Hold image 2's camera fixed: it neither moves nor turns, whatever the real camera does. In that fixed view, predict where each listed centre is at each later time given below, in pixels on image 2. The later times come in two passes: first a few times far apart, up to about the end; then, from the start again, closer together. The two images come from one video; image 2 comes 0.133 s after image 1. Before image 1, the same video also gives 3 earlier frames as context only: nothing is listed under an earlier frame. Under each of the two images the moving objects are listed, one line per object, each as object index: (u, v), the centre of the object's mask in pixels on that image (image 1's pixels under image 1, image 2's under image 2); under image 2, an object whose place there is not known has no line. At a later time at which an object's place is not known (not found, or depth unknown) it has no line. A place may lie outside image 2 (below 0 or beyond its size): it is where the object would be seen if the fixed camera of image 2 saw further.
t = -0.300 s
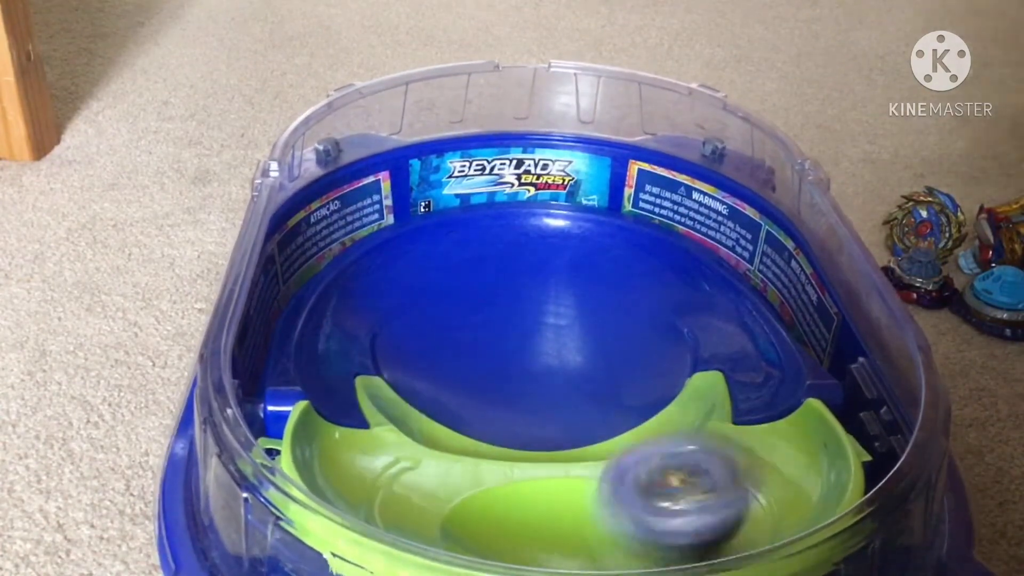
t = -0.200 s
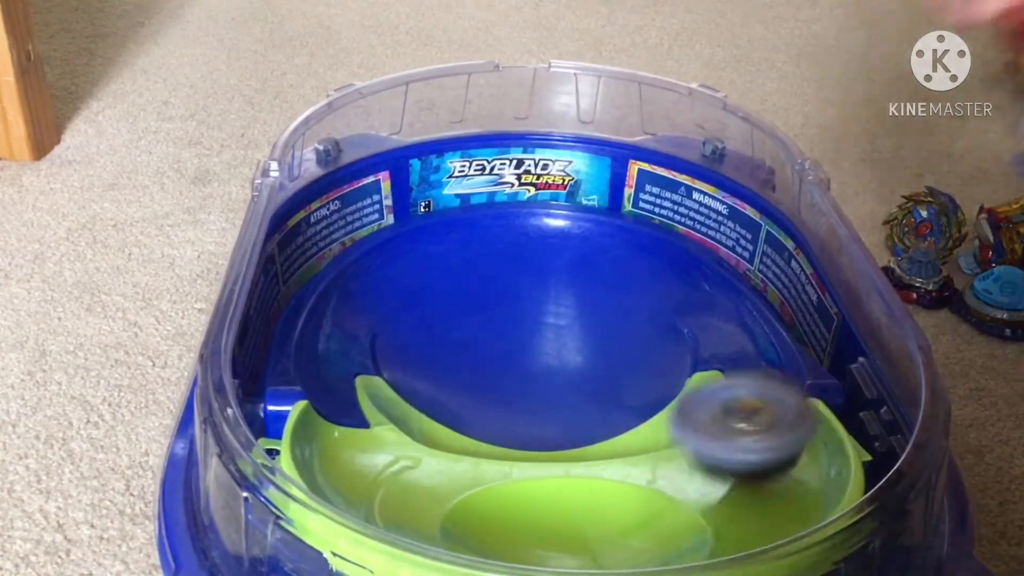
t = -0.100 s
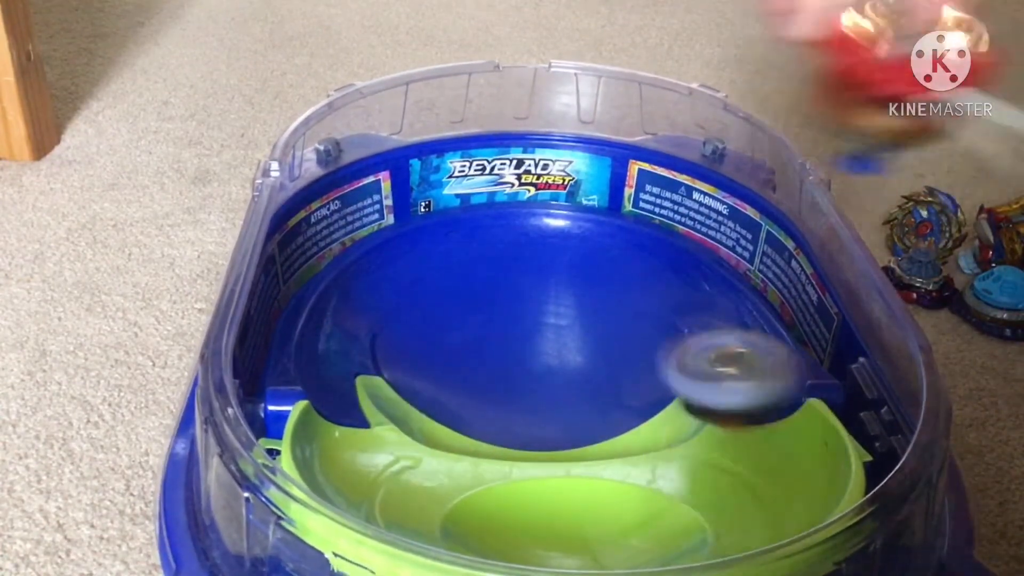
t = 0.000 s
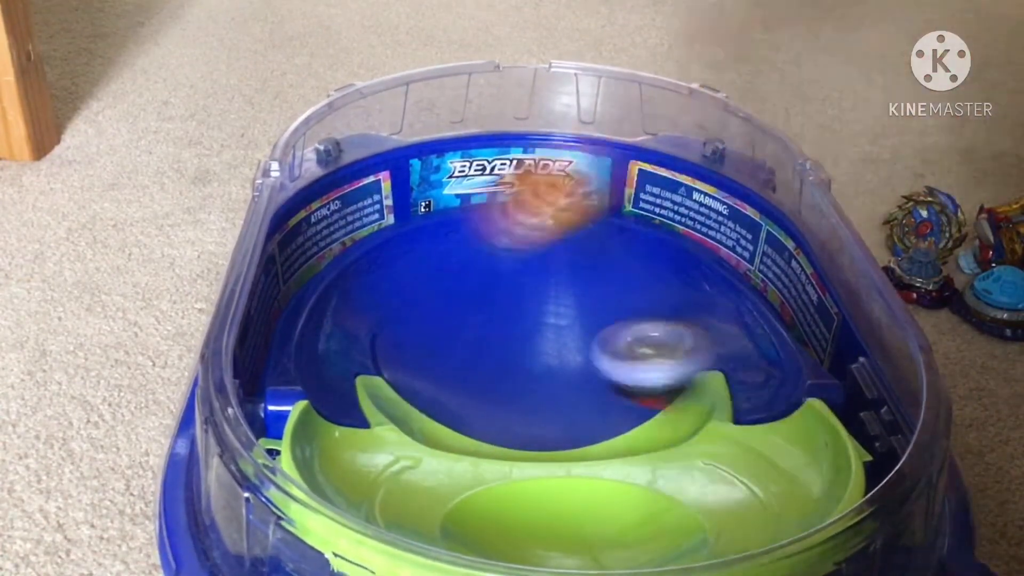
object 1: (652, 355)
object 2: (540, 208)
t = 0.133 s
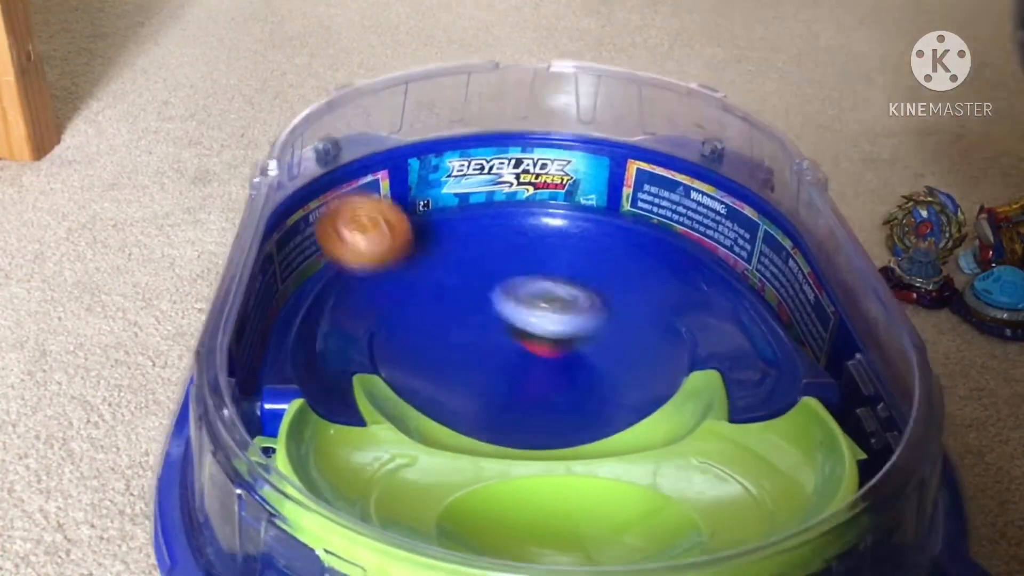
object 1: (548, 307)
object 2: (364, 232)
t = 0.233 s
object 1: (463, 277)
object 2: (370, 191)
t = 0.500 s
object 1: (404, 318)
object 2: (460, 166)
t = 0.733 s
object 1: (579, 337)
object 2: (501, 237)
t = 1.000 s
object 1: (734, 258)
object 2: (520, 396)
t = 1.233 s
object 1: (547, 290)
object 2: (499, 410)
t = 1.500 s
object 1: (399, 331)
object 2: (570, 409)
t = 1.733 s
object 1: (503, 363)
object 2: (583, 413)
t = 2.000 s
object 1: (572, 301)
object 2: (589, 409)
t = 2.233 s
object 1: (549, 251)
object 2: (588, 402)
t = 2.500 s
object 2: (488, 339)
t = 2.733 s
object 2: (473, 318)
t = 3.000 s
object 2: (553, 301)
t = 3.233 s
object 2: (328, 313)
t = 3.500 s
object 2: (542, 194)
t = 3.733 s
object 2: (751, 312)
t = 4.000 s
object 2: (505, 366)
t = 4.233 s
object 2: (481, 343)
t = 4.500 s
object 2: (473, 364)
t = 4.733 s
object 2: (473, 366)
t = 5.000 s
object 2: (470, 366)
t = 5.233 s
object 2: (466, 360)
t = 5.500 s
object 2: (454, 358)
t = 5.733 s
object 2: (453, 360)
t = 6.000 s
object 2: (453, 360)
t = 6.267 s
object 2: (452, 360)
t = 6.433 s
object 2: (452, 360)
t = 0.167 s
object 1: (520, 295)
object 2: (356, 208)
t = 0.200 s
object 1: (491, 286)
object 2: (356, 195)
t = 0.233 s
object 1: (463, 277)
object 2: (370, 191)
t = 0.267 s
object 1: (438, 267)
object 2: (385, 185)
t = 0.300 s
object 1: (413, 261)
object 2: (402, 179)
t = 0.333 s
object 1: (391, 257)
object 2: (415, 174)
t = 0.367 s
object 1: (377, 260)
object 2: (426, 172)
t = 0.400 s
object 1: (369, 271)
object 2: (437, 169)
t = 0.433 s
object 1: (372, 284)
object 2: (446, 168)
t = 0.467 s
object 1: (385, 299)
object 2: (454, 167)
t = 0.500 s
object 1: (404, 318)
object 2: (460, 166)
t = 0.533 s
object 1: (426, 331)
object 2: (464, 166)
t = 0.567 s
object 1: (451, 340)
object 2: (468, 166)
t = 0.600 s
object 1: (476, 345)
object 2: (471, 169)
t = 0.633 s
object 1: (504, 347)
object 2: (475, 173)
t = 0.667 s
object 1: (530, 346)
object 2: (480, 188)
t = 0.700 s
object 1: (554, 343)
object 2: (487, 215)
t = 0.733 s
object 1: (579, 337)
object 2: (501, 237)
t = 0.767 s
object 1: (602, 327)
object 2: (523, 265)
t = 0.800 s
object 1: (633, 322)
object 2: (541, 290)
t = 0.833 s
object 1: (682, 307)
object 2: (540, 308)
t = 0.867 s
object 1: (713, 283)
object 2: (539, 328)
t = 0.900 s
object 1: (746, 264)
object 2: (539, 350)
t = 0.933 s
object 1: (757, 256)
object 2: (537, 369)
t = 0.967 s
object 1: (747, 258)
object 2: (529, 388)
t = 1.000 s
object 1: (734, 258)
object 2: (520, 396)
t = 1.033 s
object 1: (715, 266)
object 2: (513, 391)
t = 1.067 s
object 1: (691, 276)
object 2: (504, 398)
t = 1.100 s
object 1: (663, 278)
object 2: (499, 402)
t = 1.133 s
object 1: (632, 279)
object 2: (496, 407)
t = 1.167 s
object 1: (605, 281)
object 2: (496, 412)
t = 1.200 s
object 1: (574, 285)
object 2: (498, 412)
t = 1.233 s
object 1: (547, 290)
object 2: (499, 410)
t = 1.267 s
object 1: (516, 295)
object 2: (503, 407)
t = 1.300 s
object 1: (488, 300)
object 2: (511, 407)
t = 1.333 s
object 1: (460, 304)
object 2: (521, 409)
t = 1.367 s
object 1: (437, 310)
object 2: (536, 413)
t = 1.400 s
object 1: (413, 314)
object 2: (549, 415)
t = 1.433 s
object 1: (396, 319)
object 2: (558, 415)
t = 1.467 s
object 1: (392, 323)
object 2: (564, 412)
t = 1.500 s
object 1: (399, 331)
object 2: (570, 409)
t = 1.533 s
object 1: (416, 344)
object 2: (575, 408)
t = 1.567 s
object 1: (434, 359)
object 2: (580, 409)
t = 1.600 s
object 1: (456, 363)
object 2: (586, 410)
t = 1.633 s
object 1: (473, 368)
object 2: (590, 412)
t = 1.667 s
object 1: (485, 368)
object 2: (587, 412)
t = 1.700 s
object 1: (494, 367)
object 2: (585, 412)
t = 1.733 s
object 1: (503, 363)
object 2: (583, 413)
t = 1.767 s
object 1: (516, 358)
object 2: (580, 413)
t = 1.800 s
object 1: (526, 352)
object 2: (574, 412)
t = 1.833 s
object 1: (538, 346)
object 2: (572, 411)
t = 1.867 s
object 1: (549, 340)
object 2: (573, 411)
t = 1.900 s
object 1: (557, 331)
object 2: (579, 411)
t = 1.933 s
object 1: (564, 322)
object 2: (586, 411)
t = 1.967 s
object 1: (570, 311)
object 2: (591, 412)
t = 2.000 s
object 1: (572, 301)
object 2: (589, 409)
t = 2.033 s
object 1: (574, 292)
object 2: (587, 408)
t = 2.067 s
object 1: (574, 281)
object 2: (589, 407)
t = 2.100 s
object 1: (572, 273)
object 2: (592, 406)
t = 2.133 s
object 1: (568, 266)
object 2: (593, 406)
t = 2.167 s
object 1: (564, 259)
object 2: (594, 405)
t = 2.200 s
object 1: (558, 254)
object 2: (592, 404)
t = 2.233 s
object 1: (549, 251)
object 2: (588, 402)
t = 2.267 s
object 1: (542, 250)
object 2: (581, 398)
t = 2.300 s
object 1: (533, 250)
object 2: (571, 394)
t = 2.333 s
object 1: (525, 252)
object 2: (558, 393)
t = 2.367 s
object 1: (518, 258)
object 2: (539, 381)
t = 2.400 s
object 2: (520, 366)
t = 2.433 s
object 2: (506, 348)
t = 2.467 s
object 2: (497, 335)
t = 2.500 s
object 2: (488, 339)
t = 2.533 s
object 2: (479, 340)
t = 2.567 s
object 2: (471, 338)
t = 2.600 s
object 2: (467, 335)
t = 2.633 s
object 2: (464, 332)
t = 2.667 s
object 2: (464, 327)
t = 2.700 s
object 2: (467, 323)
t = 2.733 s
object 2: (473, 318)
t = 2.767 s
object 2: (483, 315)
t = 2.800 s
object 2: (521, 320)
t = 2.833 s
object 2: (571, 336)
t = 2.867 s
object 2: (622, 369)
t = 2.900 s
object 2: (652, 394)
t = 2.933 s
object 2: (634, 360)
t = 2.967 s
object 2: (596, 323)
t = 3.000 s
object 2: (553, 301)
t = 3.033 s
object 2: (512, 299)
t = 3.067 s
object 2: (464, 314)
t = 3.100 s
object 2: (420, 348)
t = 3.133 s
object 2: (377, 374)
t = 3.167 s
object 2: (355, 343)
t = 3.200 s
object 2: (340, 321)
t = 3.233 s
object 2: (328, 313)
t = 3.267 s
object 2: (314, 296)
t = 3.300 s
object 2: (316, 281)
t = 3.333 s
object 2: (327, 259)
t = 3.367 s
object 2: (354, 238)
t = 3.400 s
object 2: (388, 219)
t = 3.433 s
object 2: (437, 207)
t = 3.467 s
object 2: (489, 197)
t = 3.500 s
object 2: (542, 194)
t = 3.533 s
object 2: (599, 203)
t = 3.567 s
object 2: (651, 212)
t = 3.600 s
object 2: (700, 226)
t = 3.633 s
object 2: (735, 240)
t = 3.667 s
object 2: (760, 267)
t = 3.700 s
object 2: (760, 282)
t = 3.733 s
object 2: (751, 312)
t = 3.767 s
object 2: (738, 351)
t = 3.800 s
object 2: (698, 361)
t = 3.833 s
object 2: (649, 386)
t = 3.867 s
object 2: (604, 407)
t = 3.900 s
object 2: (542, 403)
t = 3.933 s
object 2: (517, 384)
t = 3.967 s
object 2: (511, 362)
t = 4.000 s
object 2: (505, 366)
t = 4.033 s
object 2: (500, 388)
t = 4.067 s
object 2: (502, 377)
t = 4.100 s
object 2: (494, 374)
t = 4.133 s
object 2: (497, 362)
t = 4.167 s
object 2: (496, 352)
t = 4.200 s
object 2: (491, 346)
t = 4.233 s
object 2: (481, 343)
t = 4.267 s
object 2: (475, 345)
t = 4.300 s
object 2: (473, 348)
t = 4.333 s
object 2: (472, 349)
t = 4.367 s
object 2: (472, 353)
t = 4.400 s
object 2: (470, 360)
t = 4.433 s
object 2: (470, 360)
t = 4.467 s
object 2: (471, 363)
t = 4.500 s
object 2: (473, 364)
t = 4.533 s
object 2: (473, 366)
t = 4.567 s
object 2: (472, 365)
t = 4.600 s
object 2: (473, 366)
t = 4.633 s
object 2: (473, 366)
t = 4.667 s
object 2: (473, 366)
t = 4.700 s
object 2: (473, 366)
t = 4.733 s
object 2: (473, 366)
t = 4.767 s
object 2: (473, 366)
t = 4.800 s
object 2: (473, 366)
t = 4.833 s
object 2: (473, 366)
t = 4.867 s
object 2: (472, 366)
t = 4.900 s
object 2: (470, 366)
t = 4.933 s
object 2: (470, 366)
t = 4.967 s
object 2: (470, 366)
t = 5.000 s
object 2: (470, 366)
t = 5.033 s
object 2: (470, 366)
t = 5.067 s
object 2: (470, 366)
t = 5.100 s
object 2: (469, 366)
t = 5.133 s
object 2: (469, 366)
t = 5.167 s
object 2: (468, 364)
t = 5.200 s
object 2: (467, 361)
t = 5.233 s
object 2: (466, 360)
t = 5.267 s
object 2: (465, 358)
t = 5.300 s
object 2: (465, 355)
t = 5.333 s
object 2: (464, 355)
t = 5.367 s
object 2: (460, 355)
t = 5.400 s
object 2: (461, 356)
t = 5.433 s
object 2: (457, 358)
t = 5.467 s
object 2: (452, 359)
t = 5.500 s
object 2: (454, 358)
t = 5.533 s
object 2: (453, 360)
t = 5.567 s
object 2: (453, 360)
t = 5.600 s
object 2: (453, 360)
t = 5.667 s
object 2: (453, 360)
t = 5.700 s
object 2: (453, 360)
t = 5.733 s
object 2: (453, 360)
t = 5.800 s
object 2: (453, 360)
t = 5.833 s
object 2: (453, 360)
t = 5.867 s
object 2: (453, 360)
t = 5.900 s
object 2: (453, 360)
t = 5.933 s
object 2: (453, 360)
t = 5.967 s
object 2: (453, 360)
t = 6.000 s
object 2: (453, 360)
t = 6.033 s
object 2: (453, 360)
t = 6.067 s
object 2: (453, 360)
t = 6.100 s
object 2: (452, 360)
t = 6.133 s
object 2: (452, 360)
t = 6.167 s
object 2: (453, 360)
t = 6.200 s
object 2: (452, 360)
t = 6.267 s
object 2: (452, 360)
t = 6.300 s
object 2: (452, 360)
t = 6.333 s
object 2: (452, 360)
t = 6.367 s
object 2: (452, 360)
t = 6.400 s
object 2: (452, 360)
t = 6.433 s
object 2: (452, 360)
